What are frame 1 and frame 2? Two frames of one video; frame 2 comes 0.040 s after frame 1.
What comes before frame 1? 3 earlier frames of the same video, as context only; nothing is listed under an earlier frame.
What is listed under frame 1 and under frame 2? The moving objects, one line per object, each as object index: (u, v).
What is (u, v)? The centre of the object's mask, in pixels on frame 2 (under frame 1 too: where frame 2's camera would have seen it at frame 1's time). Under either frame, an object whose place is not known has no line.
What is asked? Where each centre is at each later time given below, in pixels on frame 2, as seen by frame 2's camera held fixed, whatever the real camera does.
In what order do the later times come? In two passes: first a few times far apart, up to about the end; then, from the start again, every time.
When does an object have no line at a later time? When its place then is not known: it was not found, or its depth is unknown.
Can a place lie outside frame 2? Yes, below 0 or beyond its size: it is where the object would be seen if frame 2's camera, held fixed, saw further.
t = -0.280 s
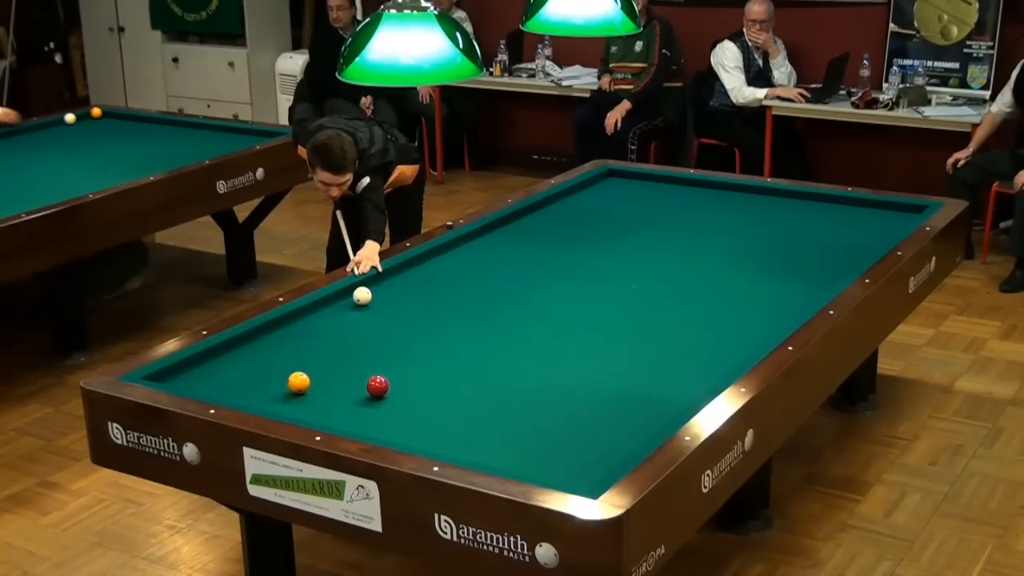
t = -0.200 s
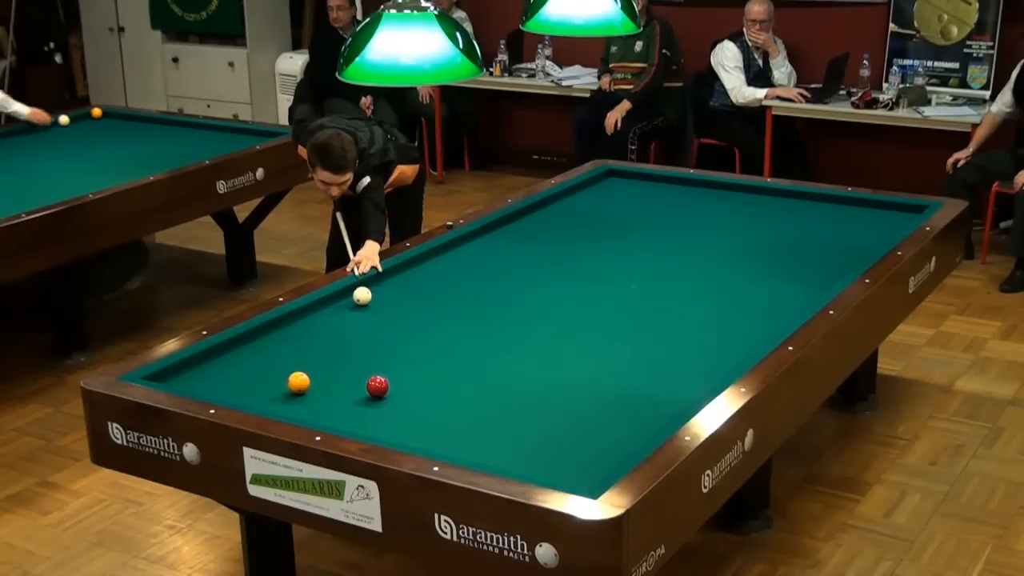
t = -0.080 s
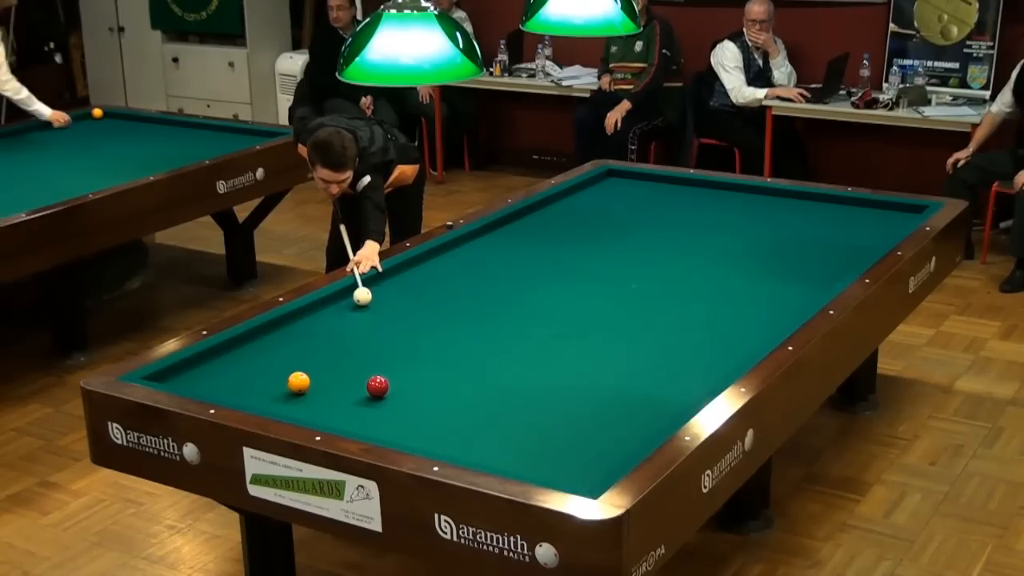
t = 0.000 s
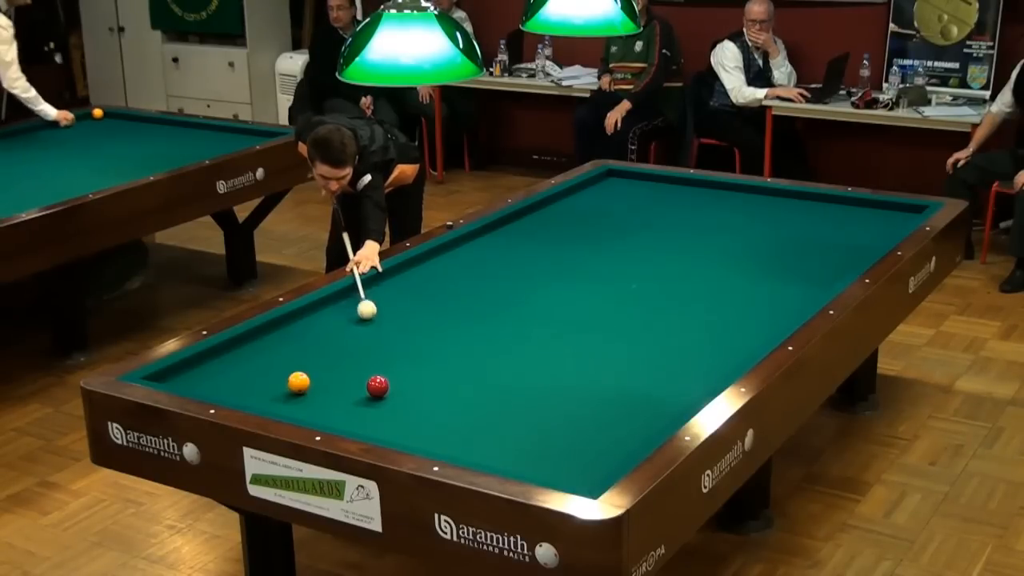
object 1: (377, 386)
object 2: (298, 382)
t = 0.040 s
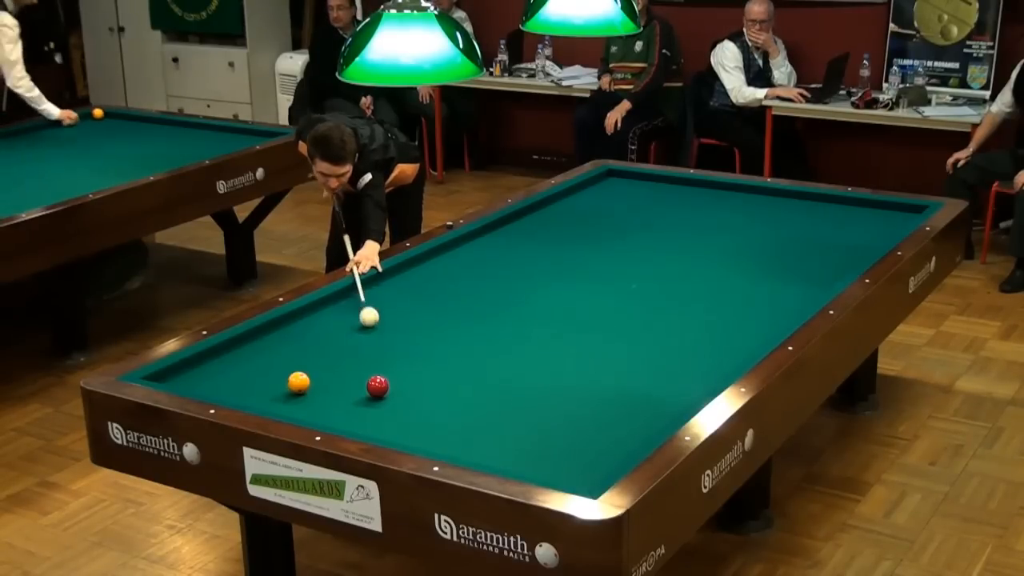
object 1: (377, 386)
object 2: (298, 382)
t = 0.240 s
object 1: (377, 386)
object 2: (298, 382)
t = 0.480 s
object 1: (347, 409)
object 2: (298, 382)
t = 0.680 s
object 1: (350, 414)
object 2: (298, 382)
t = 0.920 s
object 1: (387, 401)
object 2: (298, 382)
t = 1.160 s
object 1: (421, 388)
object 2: (298, 382)
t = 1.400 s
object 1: (454, 376)
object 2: (298, 382)
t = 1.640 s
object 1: (484, 365)
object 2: (298, 382)
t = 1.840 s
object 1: (508, 356)
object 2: (298, 382)
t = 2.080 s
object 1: (535, 346)
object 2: (298, 382)
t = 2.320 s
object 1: (561, 337)
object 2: (298, 382)
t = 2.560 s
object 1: (585, 328)
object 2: (298, 382)
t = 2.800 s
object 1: (608, 319)
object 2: (298, 382)
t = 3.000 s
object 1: (626, 313)
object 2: (299, 382)
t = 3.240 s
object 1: (646, 305)
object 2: (299, 382)
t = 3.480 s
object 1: (665, 298)
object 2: (299, 382)
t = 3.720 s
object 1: (683, 292)
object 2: (299, 382)
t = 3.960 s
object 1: (701, 286)
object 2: (299, 382)
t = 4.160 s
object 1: (714, 280)
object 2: (299, 382)
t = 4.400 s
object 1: (730, 275)
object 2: (299, 382)
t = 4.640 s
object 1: (744, 270)
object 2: (299, 382)
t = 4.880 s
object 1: (758, 265)
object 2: (299, 382)
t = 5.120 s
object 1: (771, 260)
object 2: (299, 382)
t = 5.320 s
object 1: (781, 256)
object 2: (299, 382)
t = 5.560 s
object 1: (792, 252)
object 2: (299, 382)
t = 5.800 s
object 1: (803, 248)
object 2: (299, 382)
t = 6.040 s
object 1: (813, 245)
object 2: (301, 382)
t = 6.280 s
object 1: (823, 241)
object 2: (307, 382)
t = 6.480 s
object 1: (830, 238)
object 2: (311, 382)
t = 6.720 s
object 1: (838, 235)
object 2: (315, 382)
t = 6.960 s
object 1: (846, 232)
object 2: (319, 382)
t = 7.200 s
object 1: (854, 229)
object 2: (321, 382)
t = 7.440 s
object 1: (860, 227)
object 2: (323, 382)
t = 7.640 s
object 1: (866, 225)
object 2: (323, 382)
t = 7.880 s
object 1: (872, 223)
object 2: (323, 382)
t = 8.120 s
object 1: (877, 220)
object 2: (323, 382)
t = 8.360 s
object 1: (883, 218)
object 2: (323, 382)
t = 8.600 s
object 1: (887, 216)
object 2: (323, 382)
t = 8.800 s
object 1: (890, 215)
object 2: (323, 382)
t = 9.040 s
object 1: (894, 214)
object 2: (323, 382)
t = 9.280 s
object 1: (897, 212)
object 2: (323, 382)
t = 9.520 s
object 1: (900, 211)
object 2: (323, 382)
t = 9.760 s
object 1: (902, 211)
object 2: (323, 382)
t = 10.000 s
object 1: (904, 209)
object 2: (323, 382)
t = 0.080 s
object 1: (377, 386)
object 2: (298, 382)
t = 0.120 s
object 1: (377, 386)
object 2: (298, 382)
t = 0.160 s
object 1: (377, 386)
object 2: (298, 382)
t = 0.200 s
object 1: (377, 386)
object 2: (298, 382)
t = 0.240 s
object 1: (377, 386)
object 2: (298, 382)
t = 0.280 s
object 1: (377, 386)
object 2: (298, 382)
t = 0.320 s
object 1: (377, 386)
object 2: (298, 382)
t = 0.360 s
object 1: (373, 389)
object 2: (298, 382)
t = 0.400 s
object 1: (364, 396)
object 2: (298, 382)
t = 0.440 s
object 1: (355, 403)
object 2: (298, 382)
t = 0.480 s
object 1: (347, 409)
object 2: (298, 382)
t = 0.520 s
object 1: (339, 415)
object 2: (298, 382)
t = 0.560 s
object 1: (332, 418)
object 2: (299, 382)
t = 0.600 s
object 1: (335, 418)
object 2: (298, 382)
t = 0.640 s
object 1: (343, 417)
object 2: (298, 382)
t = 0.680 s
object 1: (350, 414)
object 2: (298, 382)
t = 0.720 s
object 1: (356, 412)
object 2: (298, 382)
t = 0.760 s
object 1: (363, 410)
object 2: (299, 382)
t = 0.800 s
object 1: (369, 408)
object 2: (299, 382)
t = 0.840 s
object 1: (375, 405)
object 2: (299, 382)
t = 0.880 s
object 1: (381, 403)
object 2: (298, 382)
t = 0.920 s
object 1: (387, 401)
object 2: (298, 382)
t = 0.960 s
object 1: (393, 398)
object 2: (299, 382)
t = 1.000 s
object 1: (399, 396)
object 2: (298, 382)
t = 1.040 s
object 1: (405, 394)
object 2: (298, 382)
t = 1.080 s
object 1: (410, 392)
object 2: (298, 382)
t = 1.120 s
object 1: (416, 390)
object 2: (298, 382)
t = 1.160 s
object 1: (421, 388)
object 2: (298, 382)
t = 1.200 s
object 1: (427, 386)
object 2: (298, 382)
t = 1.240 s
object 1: (433, 384)
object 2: (298, 382)
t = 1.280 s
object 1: (438, 382)
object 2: (298, 382)
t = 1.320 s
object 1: (443, 380)
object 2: (298, 382)
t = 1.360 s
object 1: (449, 378)
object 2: (298, 382)
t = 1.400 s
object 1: (454, 376)
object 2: (298, 382)
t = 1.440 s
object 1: (459, 374)
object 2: (298, 382)
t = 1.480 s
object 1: (464, 372)
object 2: (298, 382)
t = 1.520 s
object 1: (469, 370)
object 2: (298, 382)
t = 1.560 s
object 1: (475, 369)
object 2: (298, 382)
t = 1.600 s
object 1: (479, 366)
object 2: (298, 382)
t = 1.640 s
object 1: (484, 365)
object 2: (298, 382)
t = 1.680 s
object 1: (489, 363)
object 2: (298, 382)
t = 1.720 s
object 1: (494, 361)
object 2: (298, 382)
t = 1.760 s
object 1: (499, 359)
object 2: (298, 382)
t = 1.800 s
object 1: (504, 357)
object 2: (298, 382)
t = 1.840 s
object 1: (508, 356)
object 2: (298, 382)
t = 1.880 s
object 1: (513, 354)
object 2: (298, 382)
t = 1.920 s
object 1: (518, 353)
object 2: (298, 382)
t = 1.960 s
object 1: (522, 351)
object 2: (298, 382)
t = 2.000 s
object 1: (526, 349)
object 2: (298, 382)
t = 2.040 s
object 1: (531, 348)
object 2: (298, 382)
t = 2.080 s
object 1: (535, 346)
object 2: (298, 382)
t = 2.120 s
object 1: (540, 344)
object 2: (298, 382)
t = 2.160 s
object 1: (544, 343)
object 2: (298, 382)
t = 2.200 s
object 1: (548, 341)
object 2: (298, 382)
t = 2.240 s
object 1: (553, 340)
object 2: (298, 382)
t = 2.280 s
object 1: (557, 338)
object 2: (298, 382)
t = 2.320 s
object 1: (561, 337)
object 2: (298, 382)
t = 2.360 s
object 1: (565, 335)
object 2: (298, 382)
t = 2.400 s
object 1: (569, 334)
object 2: (298, 382)
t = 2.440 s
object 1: (573, 332)
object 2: (298, 382)
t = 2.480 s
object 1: (577, 331)
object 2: (298, 382)
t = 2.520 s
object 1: (581, 330)
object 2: (298, 382)
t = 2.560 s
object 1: (585, 328)
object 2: (298, 382)
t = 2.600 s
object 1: (589, 326)
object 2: (298, 382)
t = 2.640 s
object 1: (593, 325)
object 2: (298, 382)
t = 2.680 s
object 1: (597, 324)
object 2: (298, 382)
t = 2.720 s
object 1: (600, 322)
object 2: (298, 382)
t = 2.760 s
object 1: (604, 321)
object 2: (298, 382)
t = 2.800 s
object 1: (608, 319)
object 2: (298, 382)
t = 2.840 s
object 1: (611, 318)
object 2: (299, 382)
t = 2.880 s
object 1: (615, 317)
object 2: (299, 382)
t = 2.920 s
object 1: (619, 315)
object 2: (299, 382)
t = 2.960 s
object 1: (622, 314)
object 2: (299, 382)
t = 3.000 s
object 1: (626, 313)
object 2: (299, 382)
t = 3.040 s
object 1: (629, 312)
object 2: (299, 382)
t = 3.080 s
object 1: (633, 310)
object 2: (299, 382)
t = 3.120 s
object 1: (636, 309)
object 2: (299, 382)
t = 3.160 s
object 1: (639, 308)
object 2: (299, 382)
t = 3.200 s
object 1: (643, 307)
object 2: (299, 382)
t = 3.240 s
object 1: (646, 305)
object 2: (299, 382)
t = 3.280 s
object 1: (649, 304)
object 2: (299, 382)
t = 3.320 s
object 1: (652, 303)
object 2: (299, 382)
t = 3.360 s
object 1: (656, 302)
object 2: (299, 382)
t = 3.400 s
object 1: (659, 301)
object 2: (299, 382)
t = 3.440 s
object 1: (662, 300)
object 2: (299, 382)
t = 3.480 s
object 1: (665, 298)
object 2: (299, 382)
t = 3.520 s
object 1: (668, 297)
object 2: (299, 382)
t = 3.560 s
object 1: (672, 296)
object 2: (299, 382)
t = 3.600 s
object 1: (675, 295)
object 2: (299, 382)
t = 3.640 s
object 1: (678, 294)
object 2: (299, 382)
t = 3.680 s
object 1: (681, 293)
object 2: (299, 382)
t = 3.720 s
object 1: (683, 292)
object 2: (299, 382)
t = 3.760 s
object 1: (686, 291)
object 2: (299, 382)
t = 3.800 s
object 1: (690, 290)
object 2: (299, 382)
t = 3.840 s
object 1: (692, 289)
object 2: (299, 382)
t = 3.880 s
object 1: (695, 288)
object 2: (299, 382)
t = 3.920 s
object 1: (698, 286)
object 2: (299, 382)
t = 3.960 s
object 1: (701, 286)
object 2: (299, 382)
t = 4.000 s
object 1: (703, 285)
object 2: (299, 382)
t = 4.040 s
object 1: (706, 284)
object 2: (299, 382)
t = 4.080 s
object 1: (709, 283)
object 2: (299, 382)
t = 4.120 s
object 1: (712, 282)
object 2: (299, 382)
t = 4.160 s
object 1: (714, 280)
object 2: (299, 382)
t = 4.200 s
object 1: (717, 280)
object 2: (299, 382)
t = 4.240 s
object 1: (720, 279)
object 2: (299, 382)
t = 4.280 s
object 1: (722, 278)
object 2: (299, 382)
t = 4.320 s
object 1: (725, 277)
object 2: (299, 382)
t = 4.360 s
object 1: (727, 276)
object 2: (299, 382)
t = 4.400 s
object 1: (730, 275)
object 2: (299, 382)
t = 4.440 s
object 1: (732, 274)
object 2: (299, 382)
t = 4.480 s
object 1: (735, 273)
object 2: (299, 382)
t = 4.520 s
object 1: (737, 272)
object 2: (299, 382)
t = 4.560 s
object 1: (739, 271)
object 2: (299, 382)
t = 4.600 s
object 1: (742, 271)
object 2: (299, 382)
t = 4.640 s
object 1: (744, 270)
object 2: (299, 382)
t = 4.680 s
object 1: (747, 269)
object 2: (299, 382)
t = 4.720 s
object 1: (749, 268)
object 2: (299, 382)
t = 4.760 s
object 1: (751, 267)
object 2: (299, 382)
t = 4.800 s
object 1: (754, 267)
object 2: (299, 382)
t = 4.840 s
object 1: (756, 266)
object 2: (299, 382)
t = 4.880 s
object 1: (758, 265)
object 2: (299, 382)
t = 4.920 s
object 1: (760, 264)
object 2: (299, 382)
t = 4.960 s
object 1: (762, 263)
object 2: (299, 382)
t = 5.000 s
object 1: (764, 262)
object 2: (299, 382)
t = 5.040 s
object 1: (767, 262)
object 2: (299, 382)
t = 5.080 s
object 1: (769, 261)
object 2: (299, 382)
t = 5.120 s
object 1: (771, 260)
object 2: (299, 382)
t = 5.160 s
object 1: (773, 259)
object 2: (299, 382)
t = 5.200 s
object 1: (775, 259)
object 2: (299, 382)
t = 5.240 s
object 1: (777, 258)
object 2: (299, 382)
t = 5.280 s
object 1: (779, 257)
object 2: (299, 382)
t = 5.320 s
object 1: (781, 256)
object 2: (299, 382)
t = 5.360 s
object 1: (782, 256)
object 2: (299, 382)
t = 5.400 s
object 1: (784, 255)
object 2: (299, 382)
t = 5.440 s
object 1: (786, 254)
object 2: (299, 382)
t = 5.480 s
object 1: (788, 253)
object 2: (299, 382)
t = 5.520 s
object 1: (790, 253)
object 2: (299, 382)
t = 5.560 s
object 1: (792, 252)
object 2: (299, 382)
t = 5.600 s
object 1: (794, 252)
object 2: (299, 382)
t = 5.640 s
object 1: (796, 251)
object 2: (299, 382)
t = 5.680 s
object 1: (797, 250)
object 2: (299, 382)
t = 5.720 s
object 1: (799, 249)
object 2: (299, 382)
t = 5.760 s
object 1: (801, 249)
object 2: (299, 382)
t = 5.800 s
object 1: (803, 248)
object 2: (299, 382)
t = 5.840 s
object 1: (804, 248)
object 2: (299, 382)
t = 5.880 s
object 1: (806, 247)
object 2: (299, 382)
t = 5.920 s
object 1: (808, 246)
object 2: (299, 382)
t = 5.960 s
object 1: (810, 246)
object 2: (299, 382)
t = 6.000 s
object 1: (811, 245)
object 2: (300, 382)
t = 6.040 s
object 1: (813, 245)
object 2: (301, 382)
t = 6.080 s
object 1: (815, 244)
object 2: (302, 382)
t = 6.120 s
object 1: (816, 243)
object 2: (303, 382)
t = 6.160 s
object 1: (818, 243)
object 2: (304, 382)
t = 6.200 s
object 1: (820, 242)
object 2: (305, 382)
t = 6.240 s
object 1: (821, 242)
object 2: (306, 382)
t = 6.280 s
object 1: (823, 241)
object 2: (307, 382)
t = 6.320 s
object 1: (824, 240)
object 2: (308, 382)
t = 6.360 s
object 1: (825, 240)
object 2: (308, 382)
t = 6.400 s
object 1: (827, 239)
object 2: (309, 382)
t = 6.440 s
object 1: (829, 239)
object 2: (310, 382)
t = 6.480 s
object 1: (830, 238)
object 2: (311, 382)
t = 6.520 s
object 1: (832, 238)
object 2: (311, 382)
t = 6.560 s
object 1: (833, 237)
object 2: (312, 382)
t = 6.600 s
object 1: (834, 236)
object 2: (313, 382)
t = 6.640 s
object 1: (836, 236)
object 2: (314, 382)
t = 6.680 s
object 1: (837, 235)
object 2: (314, 382)
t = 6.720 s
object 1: (838, 235)
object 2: (315, 382)
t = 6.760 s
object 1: (840, 234)
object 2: (316, 382)
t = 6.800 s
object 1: (841, 234)
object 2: (316, 382)
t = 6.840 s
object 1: (842, 234)
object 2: (317, 382)
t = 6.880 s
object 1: (844, 233)
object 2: (318, 382)
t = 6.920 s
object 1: (845, 233)
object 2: (318, 382)
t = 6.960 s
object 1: (846, 232)
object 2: (319, 382)
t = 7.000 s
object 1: (848, 232)
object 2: (319, 382)
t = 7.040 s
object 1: (849, 231)
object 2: (320, 382)
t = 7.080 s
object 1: (850, 230)
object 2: (320, 382)
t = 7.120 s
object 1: (851, 230)
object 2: (320, 382)
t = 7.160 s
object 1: (853, 230)
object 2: (321, 382)
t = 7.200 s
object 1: (854, 229)
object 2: (321, 382)
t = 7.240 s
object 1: (855, 229)
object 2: (321, 382)
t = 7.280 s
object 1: (856, 228)
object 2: (322, 382)
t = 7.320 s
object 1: (857, 228)
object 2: (322, 382)
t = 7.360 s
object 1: (858, 228)
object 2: (322, 382)
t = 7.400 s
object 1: (859, 227)
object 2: (322, 382)
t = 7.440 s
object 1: (860, 227)
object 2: (323, 382)
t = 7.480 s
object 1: (862, 226)
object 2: (323, 382)
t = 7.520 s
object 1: (862, 226)
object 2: (323, 382)
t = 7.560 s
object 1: (863, 226)
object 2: (323, 382)
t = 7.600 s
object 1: (865, 225)
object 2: (323, 382)
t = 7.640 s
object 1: (866, 225)
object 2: (323, 382)
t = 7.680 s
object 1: (867, 224)
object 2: (323, 382)
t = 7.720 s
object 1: (868, 224)
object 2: (323, 382)
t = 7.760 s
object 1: (869, 224)
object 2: (323, 382)
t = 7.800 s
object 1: (870, 223)
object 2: (323, 382)
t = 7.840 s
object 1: (871, 223)
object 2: (323, 382)
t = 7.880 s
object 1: (872, 223)
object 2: (323, 382)
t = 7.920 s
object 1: (873, 222)
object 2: (323, 382)
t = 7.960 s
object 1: (874, 222)
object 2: (323, 382)
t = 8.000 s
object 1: (875, 221)
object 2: (323, 382)
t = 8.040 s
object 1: (876, 221)
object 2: (323, 382)
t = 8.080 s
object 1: (877, 221)
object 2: (323, 382)
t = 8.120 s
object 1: (877, 220)
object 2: (323, 382)
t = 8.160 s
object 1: (878, 220)
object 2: (323, 382)
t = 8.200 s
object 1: (879, 220)
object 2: (323, 382)
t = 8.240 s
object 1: (880, 219)
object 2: (323, 382)
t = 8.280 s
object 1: (881, 219)
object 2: (323, 382)
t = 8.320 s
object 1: (882, 219)
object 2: (323, 382)
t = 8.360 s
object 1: (883, 218)
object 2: (323, 382)
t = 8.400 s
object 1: (884, 218)
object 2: (323, 382)
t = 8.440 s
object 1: (884, 218)
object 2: (323, 382)
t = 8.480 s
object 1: (885, 218)
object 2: (323, 382)
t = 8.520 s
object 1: (886, 217)
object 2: (323, 382)
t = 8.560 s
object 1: (886, 217)
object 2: (323, 382)
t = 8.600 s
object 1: (887, 216)
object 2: (323, 382)
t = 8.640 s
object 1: (888, 216)
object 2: (323, 382)
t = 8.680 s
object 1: (889, 216)
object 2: (323, 382)
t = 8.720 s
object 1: (889, 216)
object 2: (323, 382)
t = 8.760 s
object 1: (890, 215)
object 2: (323, 382)
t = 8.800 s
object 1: (890, 215)
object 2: (323, 382)
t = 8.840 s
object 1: (891, 215)
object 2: (323, 382)
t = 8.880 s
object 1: (892, 214)
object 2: (323, 382)
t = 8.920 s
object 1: (892, 214)
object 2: (323, 382)
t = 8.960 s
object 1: (893, 214)
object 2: (323, 382)
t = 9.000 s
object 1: (893, 214)
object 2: (323, 382)
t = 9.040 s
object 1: (894, 214)
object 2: (323, 382)
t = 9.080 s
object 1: (895, 213)
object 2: (323, 382)
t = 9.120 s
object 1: (895, 213)
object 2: (323, 382)
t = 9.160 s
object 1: (896, 213)
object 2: (323, 382)
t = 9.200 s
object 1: (896, 213)
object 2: (323, 382)
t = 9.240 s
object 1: (897, 213)
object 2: (323, 382)
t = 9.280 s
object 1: (897, 212)
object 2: (323, 382)
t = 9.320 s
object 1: (898, 212)
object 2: (323, 382)
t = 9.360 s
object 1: (898, 212)
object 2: (323, 382)
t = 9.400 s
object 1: (898, 212)
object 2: (323, 382)
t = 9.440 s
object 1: (899, 212)
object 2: (323, 382)
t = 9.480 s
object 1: (900, 211)
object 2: (323, 382)
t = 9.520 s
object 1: (900, 211)
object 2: (323, 382)
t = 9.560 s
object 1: (900, 211)
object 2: (323, 382)
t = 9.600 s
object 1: (900, 211)
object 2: (323, 382)
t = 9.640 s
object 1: (901, 211)
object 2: (323, 382)
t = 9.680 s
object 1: (901, 211)
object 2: (323, 382)
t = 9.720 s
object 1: (902, 211)
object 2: (323, 382)
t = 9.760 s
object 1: (902, 211)
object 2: (323, 382)
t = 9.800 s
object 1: (902, 210)
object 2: (323, 382)
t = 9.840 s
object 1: (903, 210)
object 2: (323, 382)
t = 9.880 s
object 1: (904, 210)
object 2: (323, 382)
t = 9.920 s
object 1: (903, 210)
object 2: (323, 382)
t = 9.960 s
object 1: (904, 209)
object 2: (323, 382)
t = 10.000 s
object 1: (904, 209)
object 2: (323, 382)
